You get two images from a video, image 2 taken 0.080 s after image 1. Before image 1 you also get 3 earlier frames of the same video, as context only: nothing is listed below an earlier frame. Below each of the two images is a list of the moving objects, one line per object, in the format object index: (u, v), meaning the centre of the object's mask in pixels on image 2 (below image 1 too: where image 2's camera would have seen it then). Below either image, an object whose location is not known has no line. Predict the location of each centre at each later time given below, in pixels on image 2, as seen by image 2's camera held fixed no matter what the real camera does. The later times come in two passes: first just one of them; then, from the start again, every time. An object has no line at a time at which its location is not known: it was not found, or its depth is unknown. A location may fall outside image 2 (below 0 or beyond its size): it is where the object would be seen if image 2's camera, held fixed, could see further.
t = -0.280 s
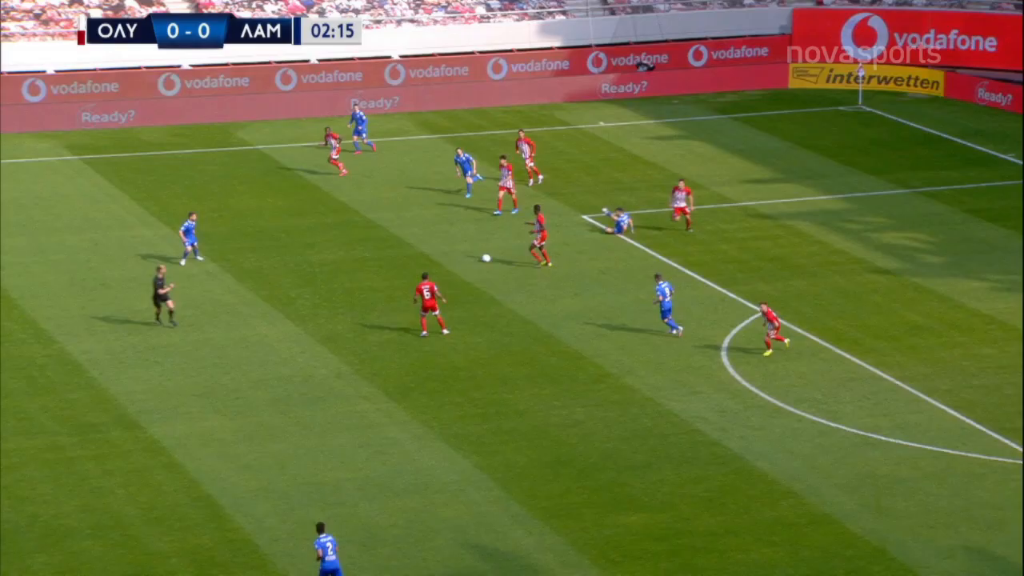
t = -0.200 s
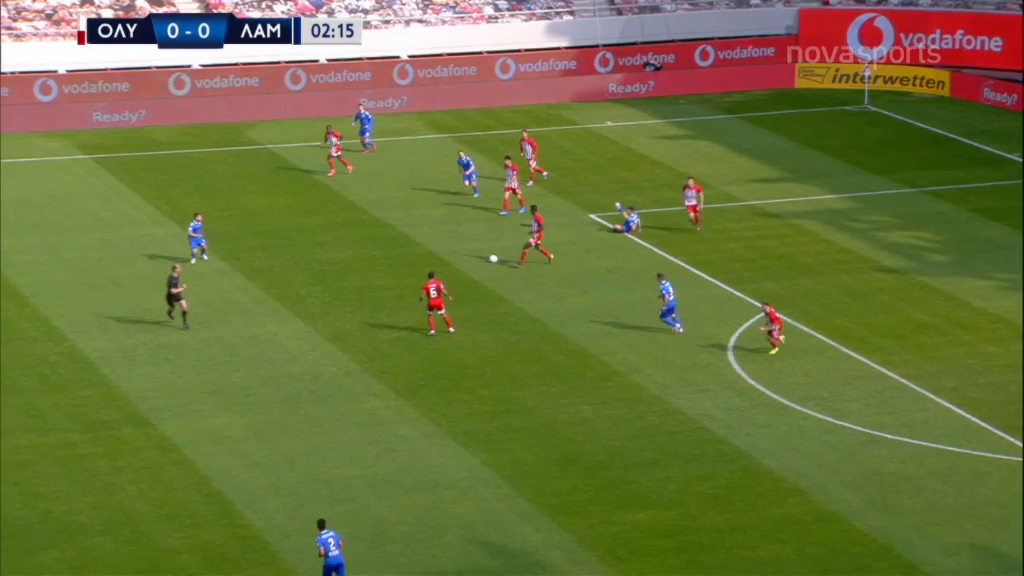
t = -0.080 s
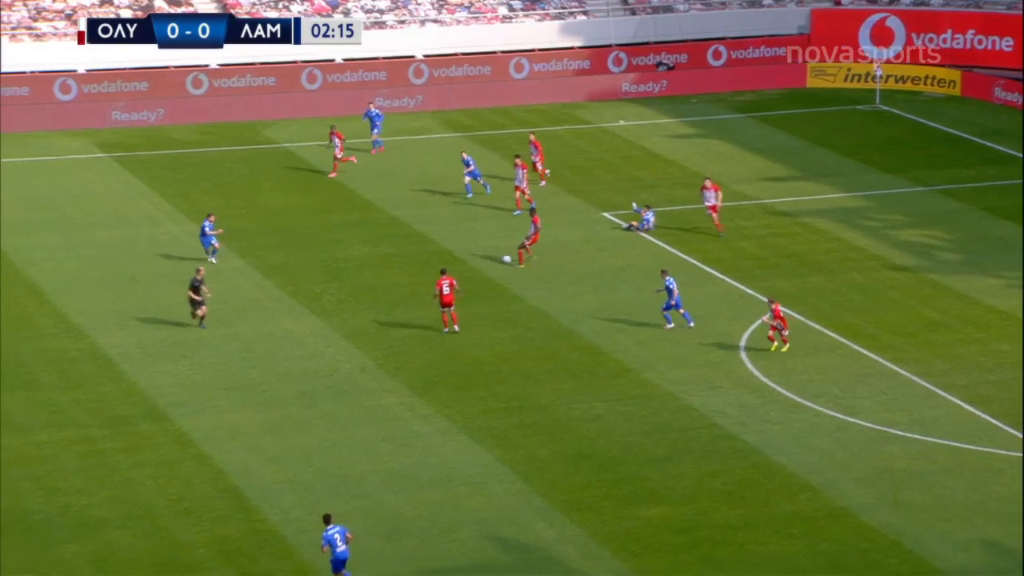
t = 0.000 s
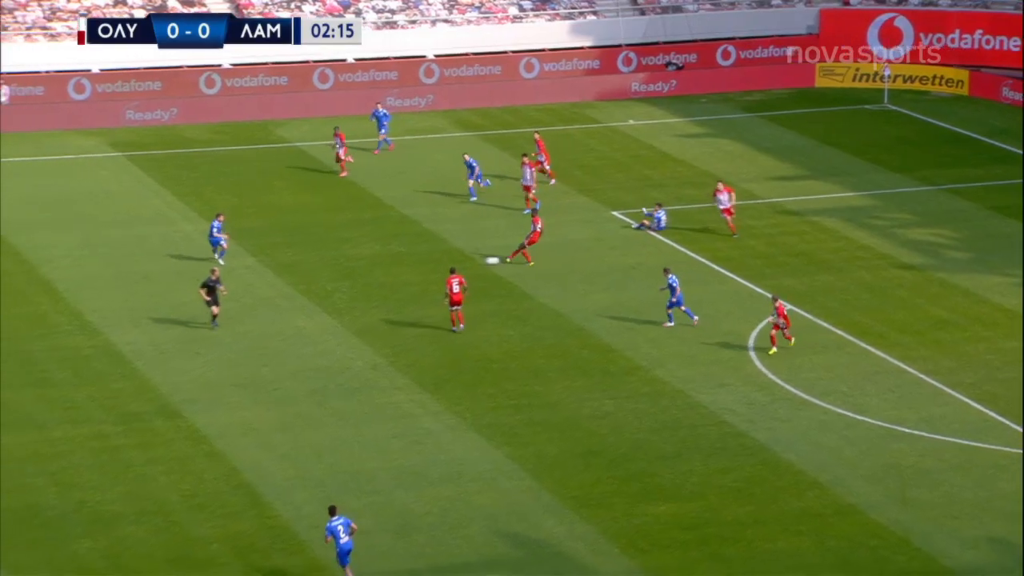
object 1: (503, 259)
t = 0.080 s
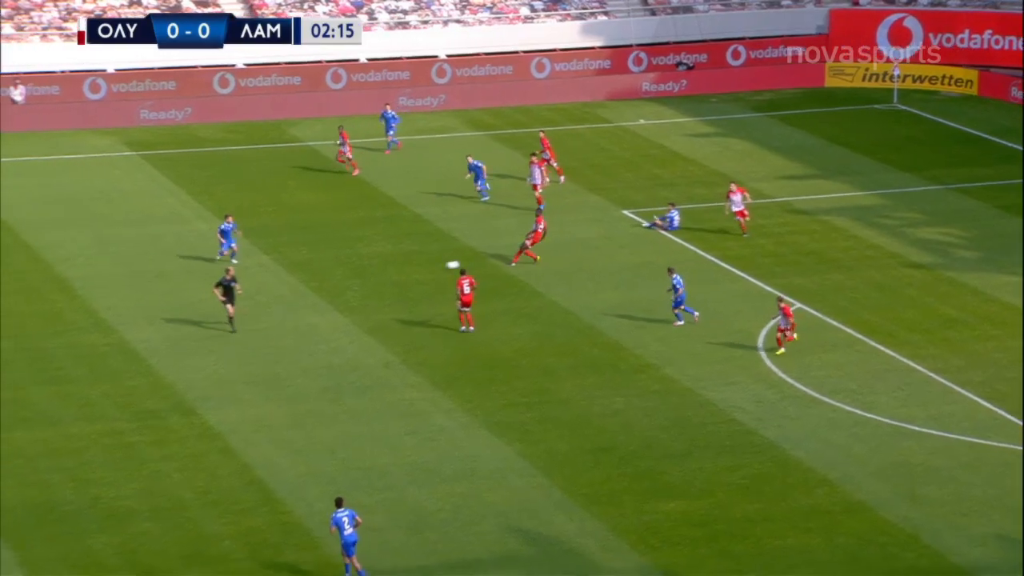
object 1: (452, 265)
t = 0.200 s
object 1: (380, 274)
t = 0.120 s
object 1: (427, 269)
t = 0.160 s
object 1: (403, 272)
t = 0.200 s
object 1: (380, 274)
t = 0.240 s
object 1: (357, 277)
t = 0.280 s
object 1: (335, 280)
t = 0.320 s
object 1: (313, 283)
